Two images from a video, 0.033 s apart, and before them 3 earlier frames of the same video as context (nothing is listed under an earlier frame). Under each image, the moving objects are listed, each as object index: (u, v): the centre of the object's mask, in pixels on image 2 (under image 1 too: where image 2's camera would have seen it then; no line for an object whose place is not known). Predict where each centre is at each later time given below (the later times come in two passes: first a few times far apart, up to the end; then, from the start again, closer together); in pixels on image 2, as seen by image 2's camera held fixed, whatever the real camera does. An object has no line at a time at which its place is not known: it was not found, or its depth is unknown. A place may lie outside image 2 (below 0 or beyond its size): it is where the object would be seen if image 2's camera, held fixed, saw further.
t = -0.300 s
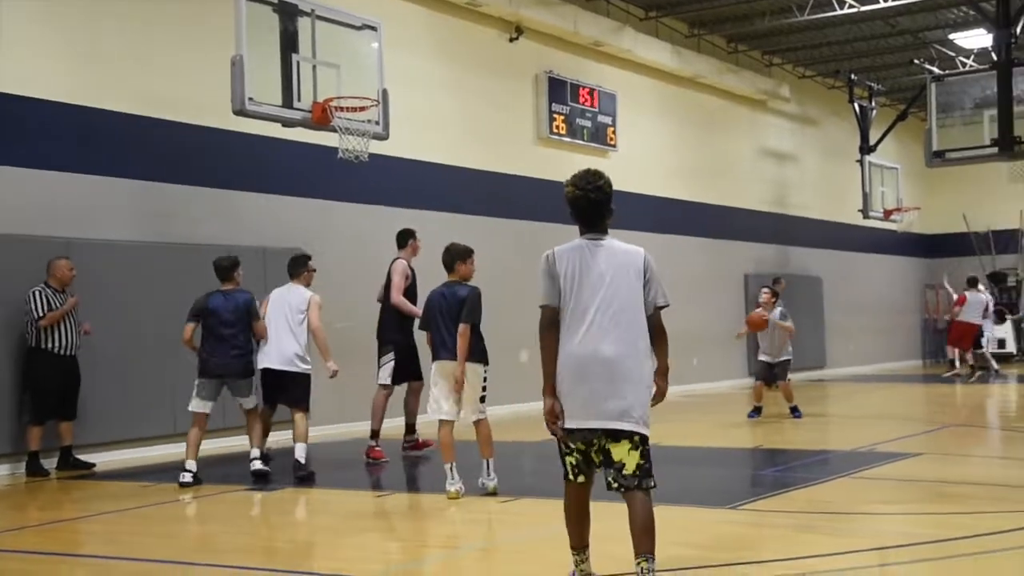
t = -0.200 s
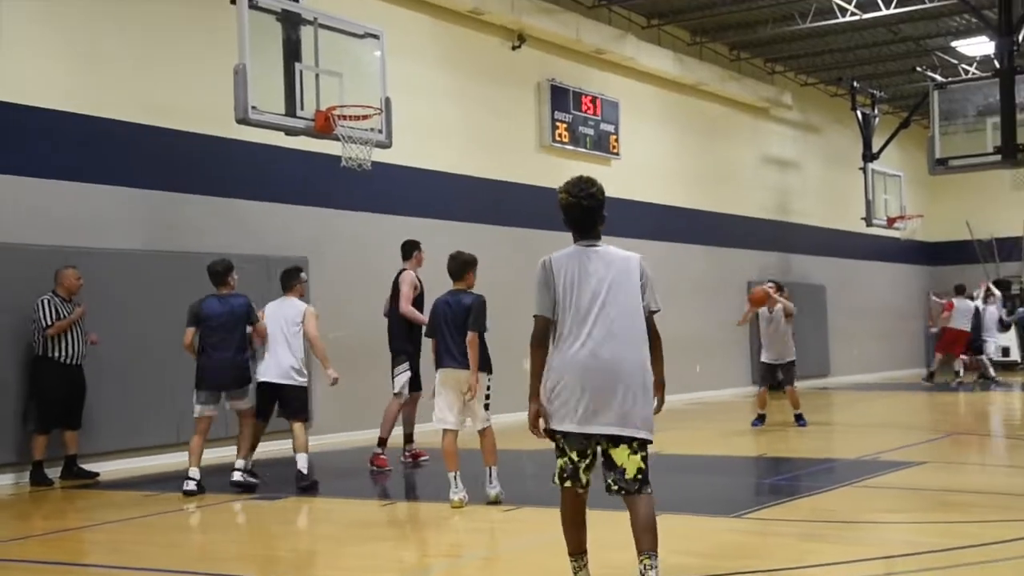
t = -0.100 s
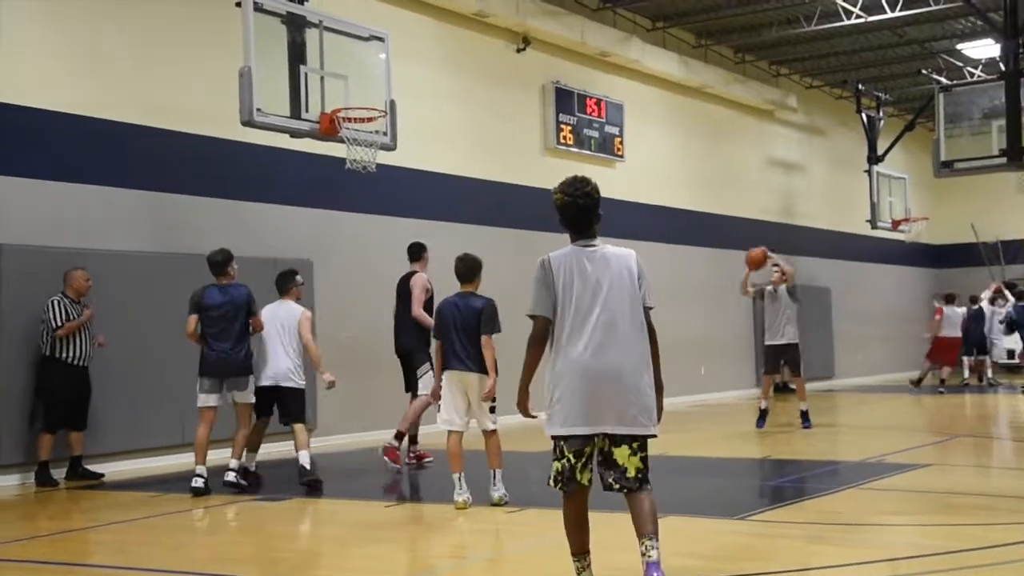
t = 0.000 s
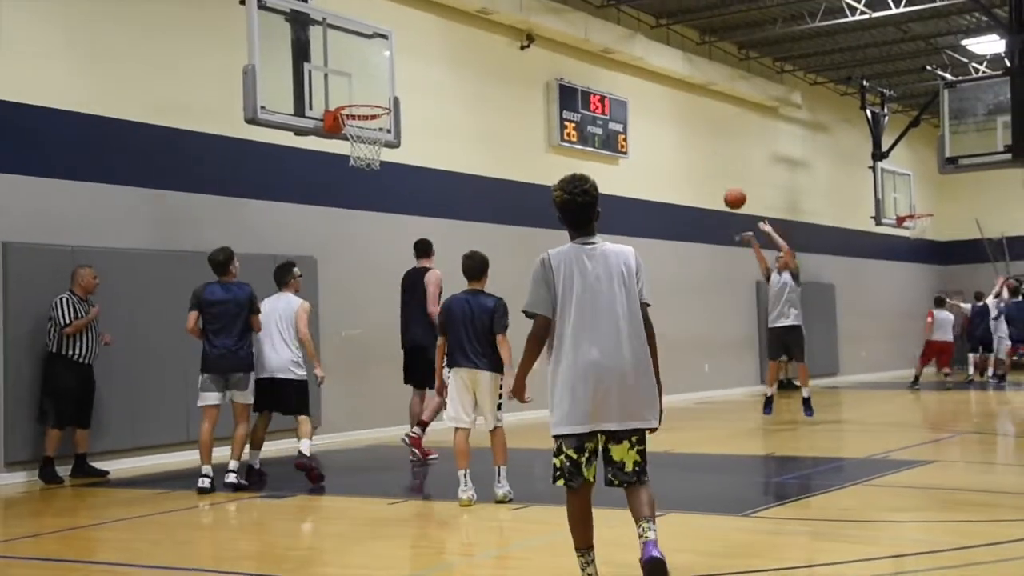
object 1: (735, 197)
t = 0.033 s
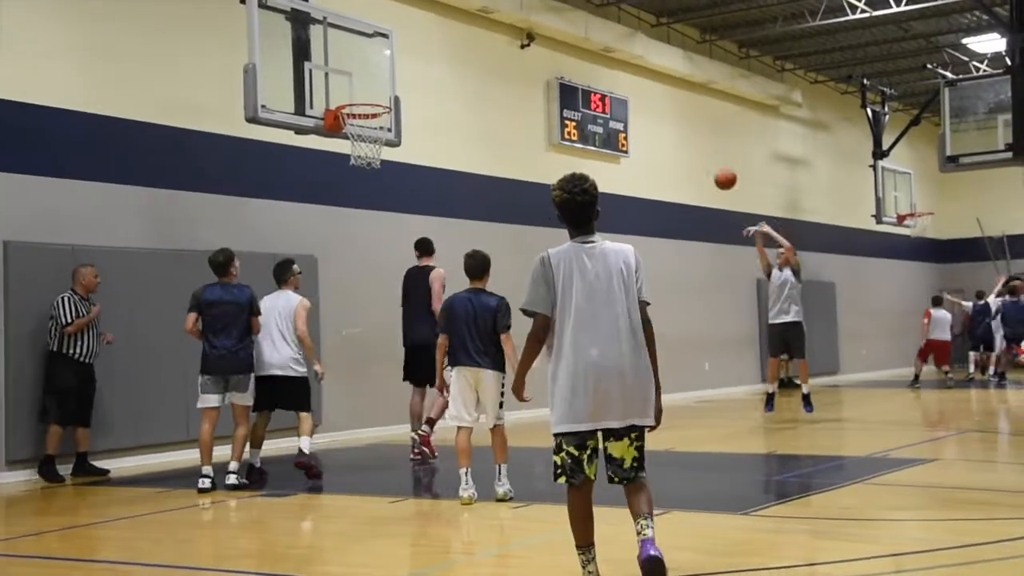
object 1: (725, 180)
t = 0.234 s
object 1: (663, 84)
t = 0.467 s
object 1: (585, 15)
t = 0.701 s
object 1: (504, 5)
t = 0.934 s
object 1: (418, 33)
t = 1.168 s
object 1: (370, 114)
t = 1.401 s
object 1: (370, 188)
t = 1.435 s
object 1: (369, 202)
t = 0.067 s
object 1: (715, 162)
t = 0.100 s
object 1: (704, 145)
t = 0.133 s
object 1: (694, 129)
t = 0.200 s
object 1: (673, 99)
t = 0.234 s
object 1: (663, 84)
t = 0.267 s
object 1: (652, 73)
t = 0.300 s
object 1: (641, 61)
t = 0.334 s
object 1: (630, 49)
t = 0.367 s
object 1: (619, 39)
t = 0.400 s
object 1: (608, 30)
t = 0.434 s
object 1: (596, 22)
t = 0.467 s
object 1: (585, 15)
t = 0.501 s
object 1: (574, 11)
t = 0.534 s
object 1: (563, 8)
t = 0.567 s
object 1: (551, 7)
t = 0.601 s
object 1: (540, 5)
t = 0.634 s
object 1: (528, 5)
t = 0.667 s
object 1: (516, 4)
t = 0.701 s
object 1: (504, 5)
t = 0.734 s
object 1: (492, 5)
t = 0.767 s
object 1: (480, 6)
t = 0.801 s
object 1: (467, 8)
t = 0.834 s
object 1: (455, 11)
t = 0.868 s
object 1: (443, 16)
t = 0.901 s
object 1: (430, 24)
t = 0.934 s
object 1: (418, 33)
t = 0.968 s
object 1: (406, 43)
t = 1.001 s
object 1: (393, 55)
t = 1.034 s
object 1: (380, 68)
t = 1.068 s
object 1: (367, 83)
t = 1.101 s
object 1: (354, 98)
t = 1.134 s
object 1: (355, 109)
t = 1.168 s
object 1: (370, 114)
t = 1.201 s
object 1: (377, 121)
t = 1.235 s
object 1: (377, 131)
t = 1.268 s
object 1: (376, 142)
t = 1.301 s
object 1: (373, 153)
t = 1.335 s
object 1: (372, 164)
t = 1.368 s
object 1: (372, 173)
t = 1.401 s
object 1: (370, 188)
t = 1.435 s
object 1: (369, 202)
